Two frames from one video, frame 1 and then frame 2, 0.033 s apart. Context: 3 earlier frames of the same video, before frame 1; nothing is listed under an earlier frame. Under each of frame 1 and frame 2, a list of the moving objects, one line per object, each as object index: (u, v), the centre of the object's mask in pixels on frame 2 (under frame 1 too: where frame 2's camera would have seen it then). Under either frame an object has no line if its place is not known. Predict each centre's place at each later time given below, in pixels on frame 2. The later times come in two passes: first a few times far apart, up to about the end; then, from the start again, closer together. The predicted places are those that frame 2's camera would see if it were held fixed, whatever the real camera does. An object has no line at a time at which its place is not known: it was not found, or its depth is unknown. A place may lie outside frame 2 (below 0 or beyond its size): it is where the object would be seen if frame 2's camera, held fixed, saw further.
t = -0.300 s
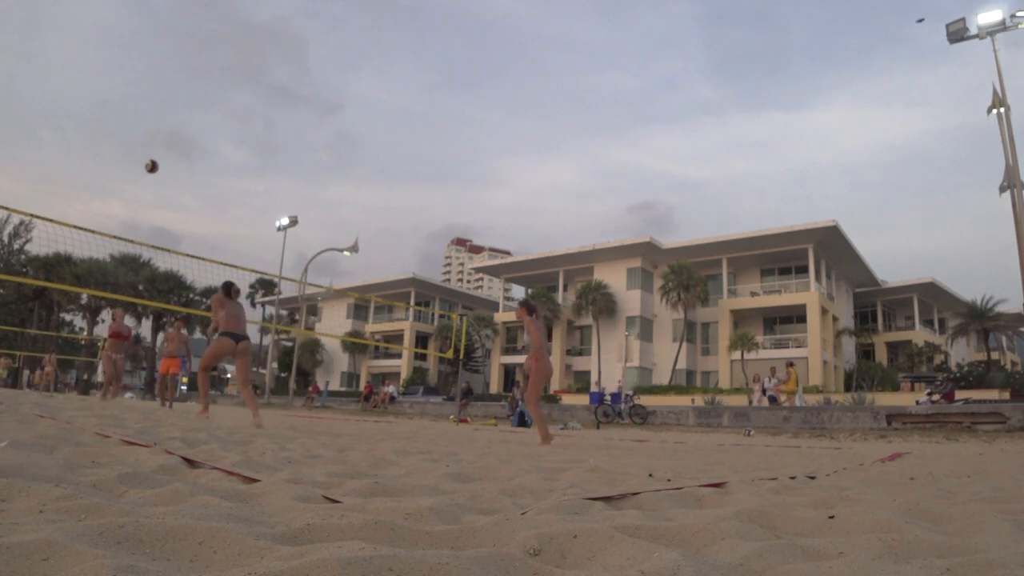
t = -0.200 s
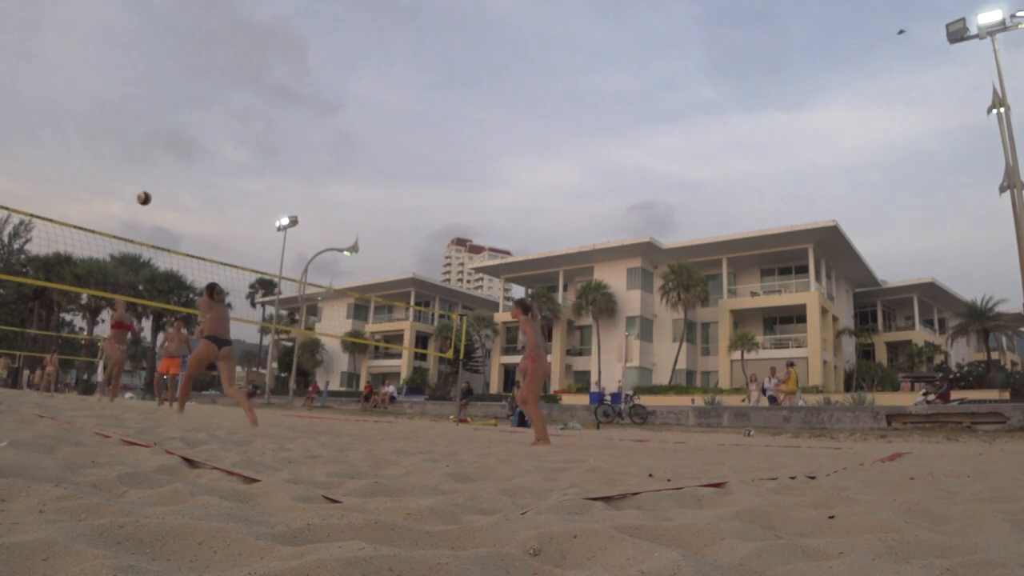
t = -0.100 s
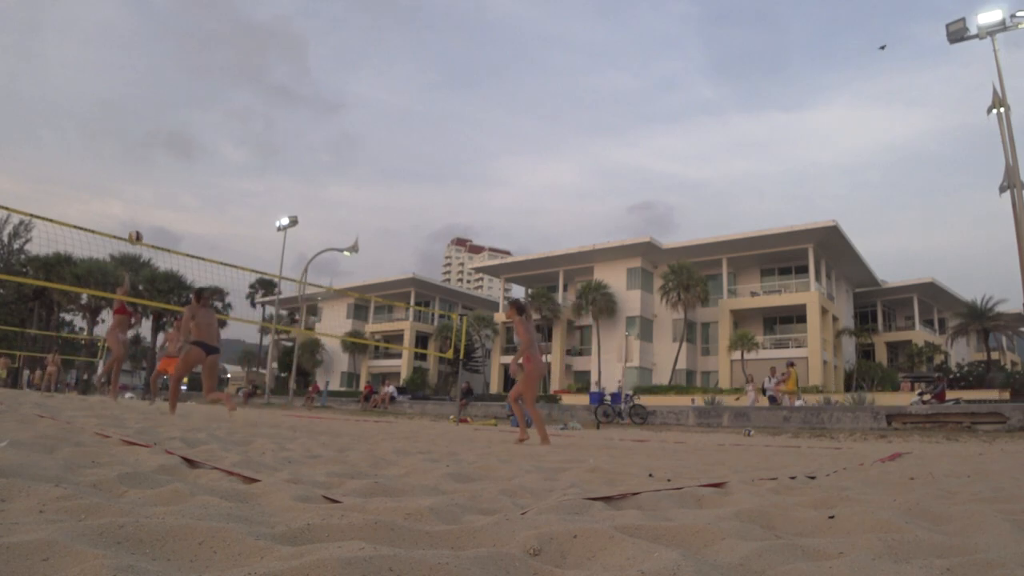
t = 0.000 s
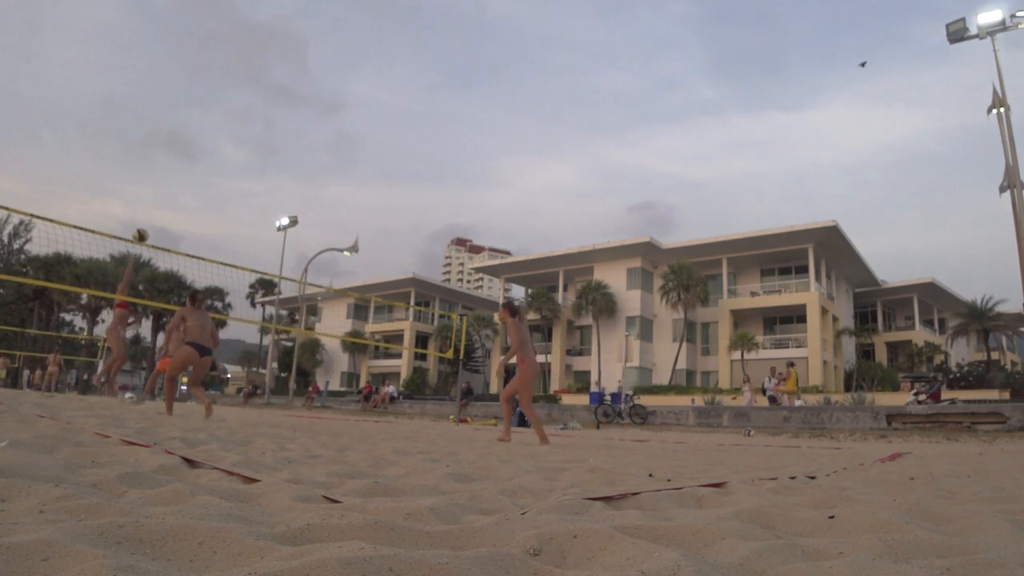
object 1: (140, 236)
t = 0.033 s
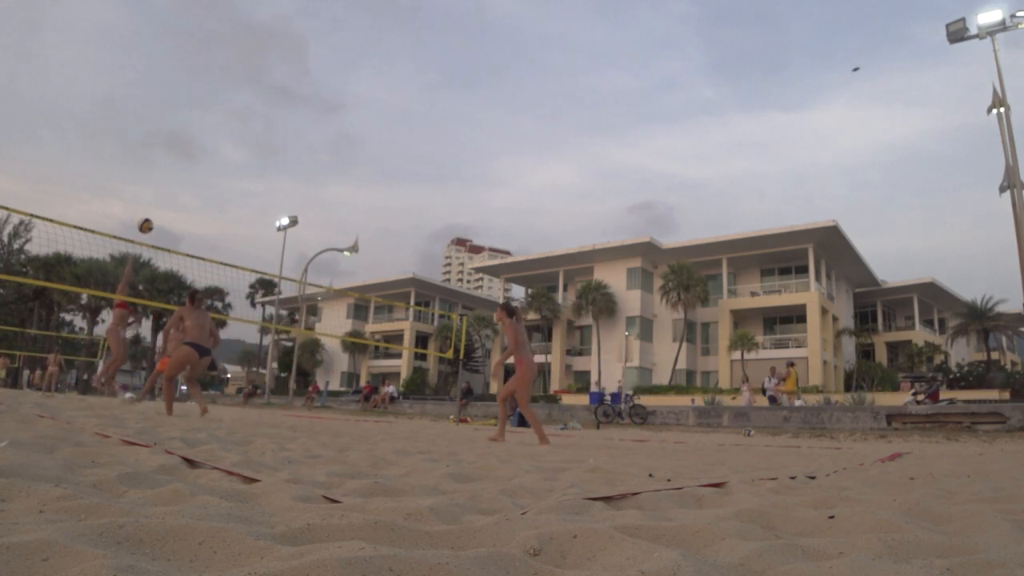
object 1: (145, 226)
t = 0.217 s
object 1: (173, 179)
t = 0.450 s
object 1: (211, 150)
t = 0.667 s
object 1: (250, 162)
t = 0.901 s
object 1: (298, 247)
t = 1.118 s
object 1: (358, 429)
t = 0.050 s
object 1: (148, 220)
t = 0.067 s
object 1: (150, 216)
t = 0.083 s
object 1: (153, 211)
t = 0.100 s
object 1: (155, 207)
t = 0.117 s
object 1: (158, 202)
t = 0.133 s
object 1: (160, 198)
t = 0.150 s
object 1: (163, 194)
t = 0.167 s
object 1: (165, 190)
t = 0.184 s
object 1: (168, 186)
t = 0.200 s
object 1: (171, 183)
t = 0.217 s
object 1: (173, 179)
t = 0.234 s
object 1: (176, 176)
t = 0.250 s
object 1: (179, 173)
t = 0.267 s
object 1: (181, 170)
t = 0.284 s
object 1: (184, 167)
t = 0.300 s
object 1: (187, 165)
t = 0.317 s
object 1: (189, 162)
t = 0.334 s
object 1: (192, 160)
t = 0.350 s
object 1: (195, 158)
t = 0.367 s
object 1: (198, 156)
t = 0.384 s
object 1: (200, 154)
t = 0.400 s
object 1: (203, 153)
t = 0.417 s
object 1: (206, 152)
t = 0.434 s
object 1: (209, 151)
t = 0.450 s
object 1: (211, 150)
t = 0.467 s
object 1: (214, 149)
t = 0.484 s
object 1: (217, 149)
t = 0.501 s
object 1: (220, 149)
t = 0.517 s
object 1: (223, 149)
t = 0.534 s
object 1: (226, 149)
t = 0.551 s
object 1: (229, 150)
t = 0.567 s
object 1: (232, 151)
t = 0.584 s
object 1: (235, 152)
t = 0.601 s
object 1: (238, 153)
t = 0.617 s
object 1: (240, 155)
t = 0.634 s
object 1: (244, 157)
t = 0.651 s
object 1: (247, 160)
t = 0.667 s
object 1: (250, 162)
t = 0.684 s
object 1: (253, 165)
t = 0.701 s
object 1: (256, 169)
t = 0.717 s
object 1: (259, 172)
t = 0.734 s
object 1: (263, 177)
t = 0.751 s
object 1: (266, 181)
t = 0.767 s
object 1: (269, 187)
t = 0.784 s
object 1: (273, 192)
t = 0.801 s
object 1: (276, 198)
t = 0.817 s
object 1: (279, 205)
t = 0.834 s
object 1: (283, 212)
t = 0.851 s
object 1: (286, 220)
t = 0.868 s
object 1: (290, 228)
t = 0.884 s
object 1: (294, 237)
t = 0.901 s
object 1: (298, 247)
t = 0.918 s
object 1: (301, 257)
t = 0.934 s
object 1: (305, 268)
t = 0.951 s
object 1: (309, 280)
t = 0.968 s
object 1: (313, 292)
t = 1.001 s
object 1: (322, 318)
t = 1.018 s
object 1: (326, 334)
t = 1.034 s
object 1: (331, 351)
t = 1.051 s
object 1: (335, 368)
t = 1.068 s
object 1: (340, 387)
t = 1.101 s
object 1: (351, 426)
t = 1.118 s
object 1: (358, 429)
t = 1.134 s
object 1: (366, 421)
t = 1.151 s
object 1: (374, 413)
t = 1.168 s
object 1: (383, 404)
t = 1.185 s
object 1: (392, 396)
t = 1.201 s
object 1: (401, 389)
